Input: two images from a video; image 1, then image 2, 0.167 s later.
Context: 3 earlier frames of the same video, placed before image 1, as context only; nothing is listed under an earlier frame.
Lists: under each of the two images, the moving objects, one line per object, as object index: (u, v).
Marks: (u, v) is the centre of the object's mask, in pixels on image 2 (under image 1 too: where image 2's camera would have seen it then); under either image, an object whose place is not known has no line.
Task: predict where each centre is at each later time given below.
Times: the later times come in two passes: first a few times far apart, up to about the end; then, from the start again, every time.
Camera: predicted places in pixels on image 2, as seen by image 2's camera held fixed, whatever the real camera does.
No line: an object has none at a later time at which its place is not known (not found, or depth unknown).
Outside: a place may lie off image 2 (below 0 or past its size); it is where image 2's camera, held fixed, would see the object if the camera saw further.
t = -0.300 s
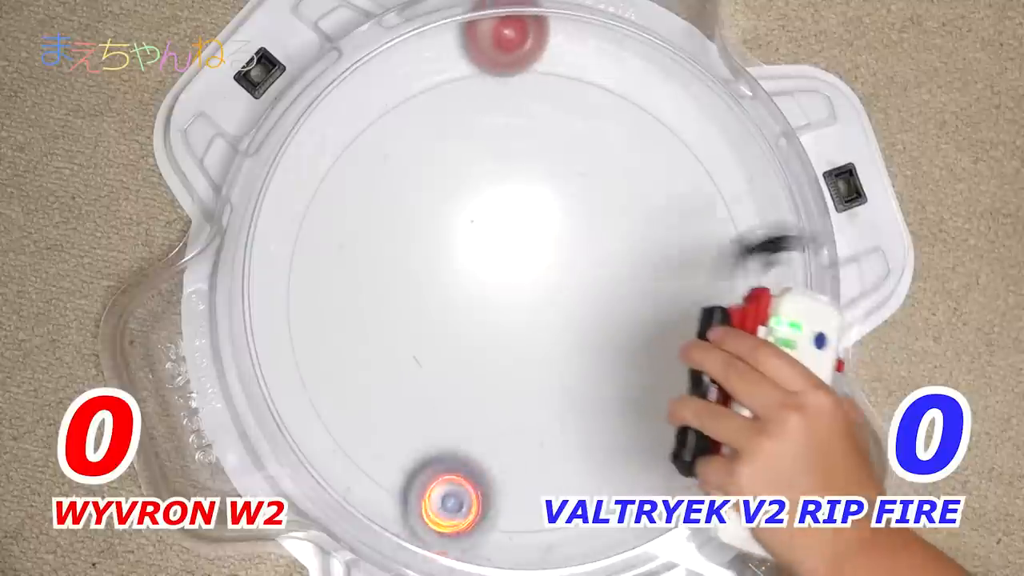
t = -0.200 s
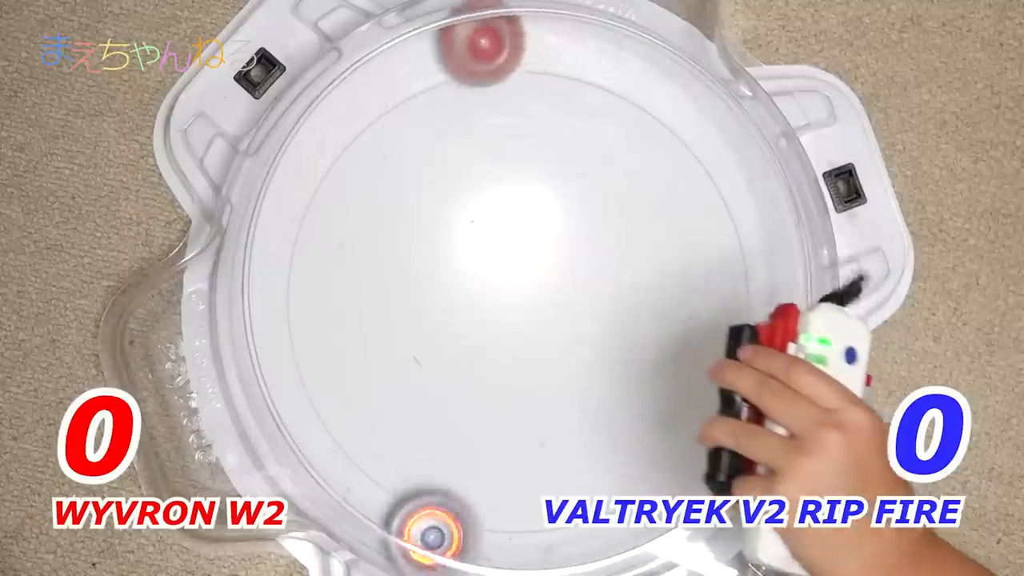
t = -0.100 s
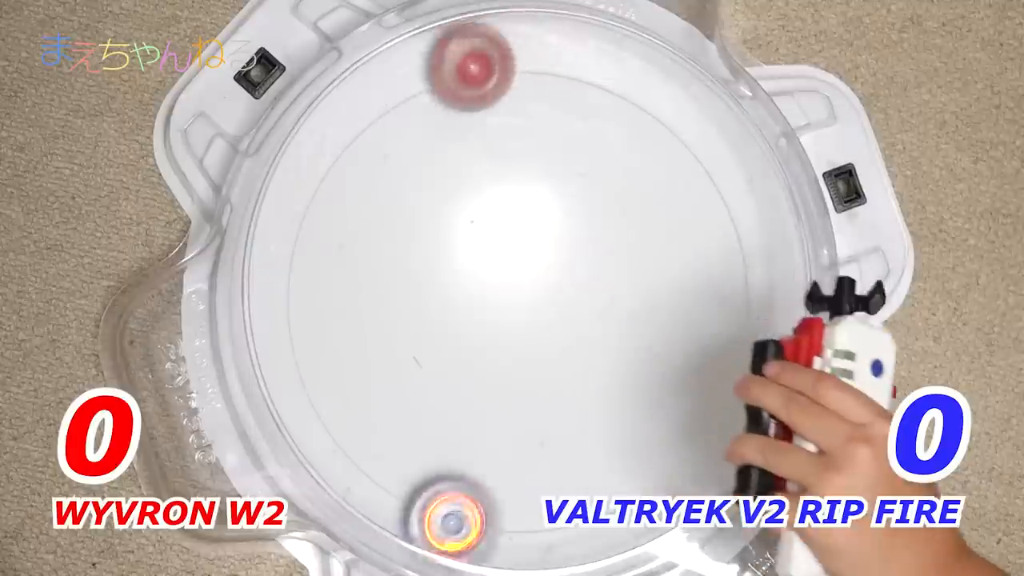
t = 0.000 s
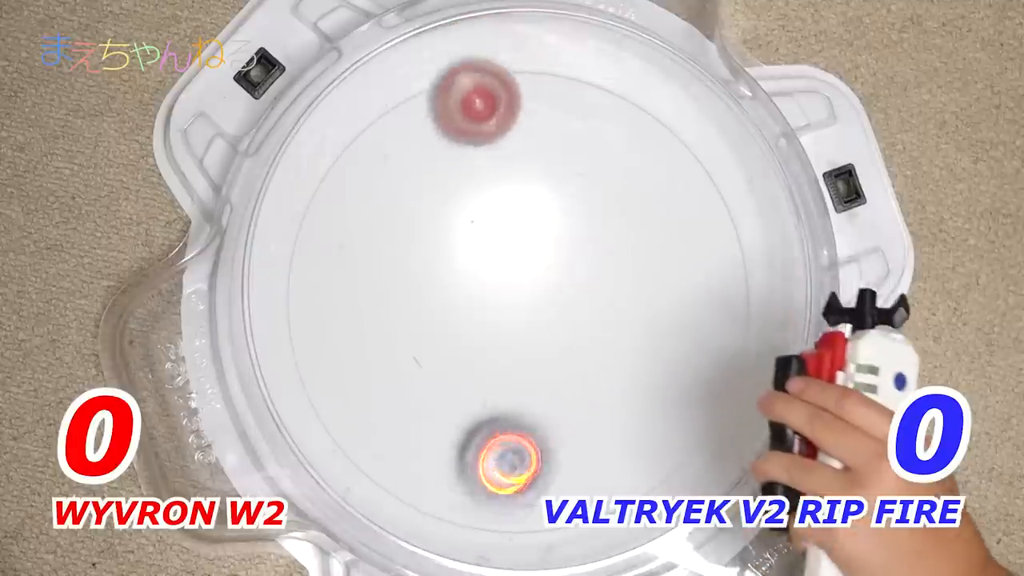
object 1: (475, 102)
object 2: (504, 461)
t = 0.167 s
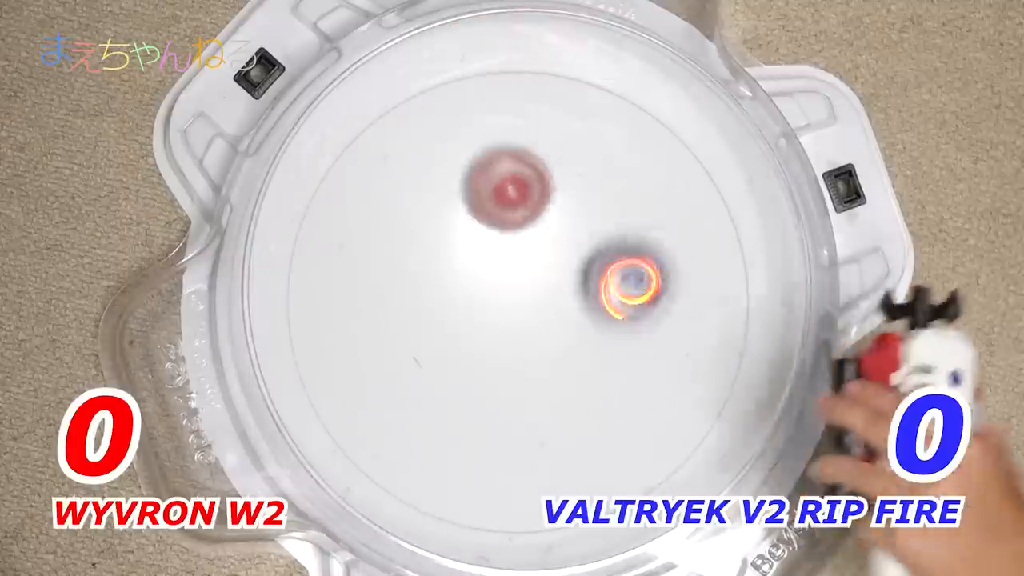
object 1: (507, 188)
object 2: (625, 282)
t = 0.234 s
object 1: (535, 221)
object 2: (641, 196)
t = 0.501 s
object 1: (657, 288)
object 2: (442, 103)
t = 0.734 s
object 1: (686, 267)
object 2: (328, 339)
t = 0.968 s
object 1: (643, 270)
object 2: (608, 467)
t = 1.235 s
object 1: (607, 345)
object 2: (680, 141)
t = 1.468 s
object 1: (610, 407)
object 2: (341, 168)
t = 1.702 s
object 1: (617, 411)
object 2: (407, 487)
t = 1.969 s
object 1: (560, 401)
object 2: (721, 382)
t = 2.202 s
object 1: (485, 397)
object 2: (610, 97)
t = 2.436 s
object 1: (439, 415)
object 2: (319, 199)
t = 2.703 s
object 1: (490, 362)
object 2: (423, 495)
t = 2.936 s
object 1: (510, 234)
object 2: (663, 415)
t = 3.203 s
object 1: (407, 164)
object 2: (596, 135)
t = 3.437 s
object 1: (355, 268)
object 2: (386, 139)
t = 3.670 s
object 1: (448, 352)
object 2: (359, 320)
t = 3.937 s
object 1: (603, 330)
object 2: (539, 400)
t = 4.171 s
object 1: (670, 237)
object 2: (613, 312)
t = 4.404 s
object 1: (642, 180)
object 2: (490, 241)
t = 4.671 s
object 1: (561, 207)
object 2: (425, 390)
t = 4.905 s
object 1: (516, 297)
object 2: (576, 427)
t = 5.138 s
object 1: (509, 381)
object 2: (623, 260)
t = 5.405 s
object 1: (524, 414)
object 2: (455, 173)
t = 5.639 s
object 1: (524, 391)
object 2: (355, 290)
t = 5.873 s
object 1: (505, 344)
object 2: (454, 425)
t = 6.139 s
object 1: (536, 216)
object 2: (605, 433)
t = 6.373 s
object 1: (512, 172)
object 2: (620, 254)
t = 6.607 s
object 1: (387, 133)
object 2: (593, 255)
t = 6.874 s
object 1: (392, 228)
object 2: (533, 303)
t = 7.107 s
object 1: (463, 288)
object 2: (560, 361)
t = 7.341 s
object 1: (520, 305)
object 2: (630, 344)
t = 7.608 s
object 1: (532, 329)
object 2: (621, 249)
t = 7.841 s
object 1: (516, 355)
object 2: (518, 244)
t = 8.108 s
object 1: (513, 394)
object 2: (455, 319)
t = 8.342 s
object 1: (533, 410)
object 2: (449, 320)
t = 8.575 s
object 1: (534, 374)
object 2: (484, 286)
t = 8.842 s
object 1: (526, 314)
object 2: (438, 216)
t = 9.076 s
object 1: (573, 295)
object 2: (379, 255)
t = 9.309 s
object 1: (631, 283)
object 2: (372, 325)
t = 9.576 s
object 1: (633, 270)
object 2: (516, 306)
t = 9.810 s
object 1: (722, 275)
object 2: (452, 212)
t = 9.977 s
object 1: (706, 276)
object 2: (403, 226)
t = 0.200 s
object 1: (520, 205)
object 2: (637, 239)
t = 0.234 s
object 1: (535, 221)
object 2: (641, 196)
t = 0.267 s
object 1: (550, 236)
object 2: (642, 161)
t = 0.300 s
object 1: (566, 249)
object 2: (632, 121)
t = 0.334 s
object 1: (583, 260)
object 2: (616, 97)
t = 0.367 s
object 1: (599, 270)
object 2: (587, 87)
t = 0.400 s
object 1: (615, 277)
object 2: (555, 87)
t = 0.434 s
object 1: (630, 282)
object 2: (520, 90)
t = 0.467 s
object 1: (644, 286)
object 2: (482, 94)
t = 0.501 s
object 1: (657, 288)
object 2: (442, 103)
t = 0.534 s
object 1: (667, 287)
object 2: (405, 117)
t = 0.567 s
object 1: (676, 286)
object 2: (371, 138)
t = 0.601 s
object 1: (682, 283)
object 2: (341, 168)
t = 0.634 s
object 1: (686, 279)
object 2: (324, 207)
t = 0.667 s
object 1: (688, 275)
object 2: (315, 250)
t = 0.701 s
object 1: (688, 271)
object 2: (316, 294)
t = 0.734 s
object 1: (686, 267)
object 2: (328, 339)
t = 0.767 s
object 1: (683, 264)
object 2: (352, 383)
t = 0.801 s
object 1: (677, 263)
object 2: (385, 421)
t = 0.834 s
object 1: (672, 262)
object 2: (424, 453)
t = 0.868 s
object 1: (665, 261)
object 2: (469, 474)
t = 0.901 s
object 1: (658, 263)
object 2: (516, 482)
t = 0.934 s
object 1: (650, 266)
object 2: (560, 474)
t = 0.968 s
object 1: (643, 270)
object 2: (608, 467)
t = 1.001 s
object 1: (636, 276)
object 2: (644, 455)
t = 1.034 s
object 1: (630, 283)
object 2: (674, 420)
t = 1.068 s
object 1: (625, 292)
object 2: (696, 384)
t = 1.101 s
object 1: (620, 302)
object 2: (712, 339)
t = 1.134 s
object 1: (616, 312)
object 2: (721, 288)
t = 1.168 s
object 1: (613, 322)
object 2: (714, 236)
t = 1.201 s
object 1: (610, 333)
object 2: (706, 182)
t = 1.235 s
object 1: (607, 345)
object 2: (680, 141)
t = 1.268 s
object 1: (606, 356)
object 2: (637, 111)
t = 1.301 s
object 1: (605, 367)
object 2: (582, 93)
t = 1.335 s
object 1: (606, 377)
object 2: (530, 84)
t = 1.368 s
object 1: (606, 386)
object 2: (477, 80)
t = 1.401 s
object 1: (607, 394)
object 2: (429, 94)
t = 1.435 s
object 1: (609, 401)
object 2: (379, 128)
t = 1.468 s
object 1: (610, 407)
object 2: (341, 168)
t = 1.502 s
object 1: (612, 411)
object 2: (317, 211)
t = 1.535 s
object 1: (614, 414)
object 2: (301, 265)
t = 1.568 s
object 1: (616, 415)
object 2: (300, 315)
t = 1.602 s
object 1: (617, 415)
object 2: (311, 371)
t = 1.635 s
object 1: (618, 414)
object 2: (333, 414)
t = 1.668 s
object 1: (618, 413)
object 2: (367, 455)
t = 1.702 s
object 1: (617, 411)
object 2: (407, 487)
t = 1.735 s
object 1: (615, 410)
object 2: (450, 507)
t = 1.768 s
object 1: (611, 408)
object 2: (498, 518)
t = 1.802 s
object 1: (606, 407)
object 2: (542, 518)
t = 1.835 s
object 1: (600, 407)
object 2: (589, 496)
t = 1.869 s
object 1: (592, 405)
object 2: (632, 472)
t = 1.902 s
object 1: (583, 404)
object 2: (668, 457)
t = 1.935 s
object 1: (571, 403)
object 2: (699, 424)
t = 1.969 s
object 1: (560, 401)
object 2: (721, 382)
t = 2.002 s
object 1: (550, 399)
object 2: (737, 336)
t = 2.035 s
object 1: (540, 396)
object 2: (742, 289)
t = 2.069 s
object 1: (531, 395)
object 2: (735, 242)
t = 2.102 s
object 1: (521, 394)
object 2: (714, 194)
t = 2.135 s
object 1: (510, 394)
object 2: (686, 153)
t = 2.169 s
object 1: (498, 395)
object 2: (650, 120)
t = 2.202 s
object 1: (485, 397)
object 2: (610, 97)
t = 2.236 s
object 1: (472, 400)
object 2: (563, 82)
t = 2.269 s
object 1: (462, 402)
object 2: (514, 77)
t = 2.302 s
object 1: (454, 406)
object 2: (467, 82)
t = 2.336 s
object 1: (449, 409)
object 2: (423, 97)
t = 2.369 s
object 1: (444, 412)
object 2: (382, 125)
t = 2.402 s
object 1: (441, 414)
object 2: (347, 159)
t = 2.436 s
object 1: (439, 415)
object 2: (319, 199)
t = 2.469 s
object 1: (438, 415)
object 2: (306, 242)
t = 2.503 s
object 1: (437, 412)
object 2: (301, 293)
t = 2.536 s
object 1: (435, 409)
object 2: (307, 341)
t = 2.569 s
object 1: (433, 404)
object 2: (324, 386)
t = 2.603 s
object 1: (433, 397)
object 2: (348, 426)
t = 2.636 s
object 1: (452, 387)
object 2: (364, 458)
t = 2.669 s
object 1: (472, 375)
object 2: (389, 481)
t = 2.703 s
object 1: (490, 362)
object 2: (423, 495)
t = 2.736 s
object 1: (503, 347)
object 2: (459, 504)
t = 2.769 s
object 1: (514, 330)
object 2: (498, 508)
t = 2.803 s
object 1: (520, 312)
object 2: (533, 504)
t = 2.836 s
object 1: (523, 293)
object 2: (570, 488)
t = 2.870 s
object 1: (522, 273)
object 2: (603, 467)
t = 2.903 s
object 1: (517, 254)
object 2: (637, 449)
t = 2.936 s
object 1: (510, 234)
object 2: (663, 415)
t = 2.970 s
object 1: (500, 217)
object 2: (678, 381)
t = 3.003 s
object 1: (489, 201)
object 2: (690, 342)
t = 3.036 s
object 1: (475, 187)
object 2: (693, 301)
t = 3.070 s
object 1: (461, 176)
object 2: (691, 260)
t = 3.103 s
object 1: (447, 169)
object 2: (674, 225)
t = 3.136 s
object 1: (433, 164)
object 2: (657, 188)
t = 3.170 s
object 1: (419, 163)
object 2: (629, 158)
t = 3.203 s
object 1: (407, 164)
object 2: (596, 135)
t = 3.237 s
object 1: (396, 169)
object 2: (560, 120)
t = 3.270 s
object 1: (387, 176)
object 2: (521, 112)
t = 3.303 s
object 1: (381, 184)
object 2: (483, 112)
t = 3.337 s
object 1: (378, 193)
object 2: (444, 119)
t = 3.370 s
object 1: (364, 218)
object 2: (421, 122)
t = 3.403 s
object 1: (355, 245)
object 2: (403, 127)
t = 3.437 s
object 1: (355, 268)
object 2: (386, 139)
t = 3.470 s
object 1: (361, 290)
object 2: (369, 157)
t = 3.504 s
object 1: (371, 306)
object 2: (354, 181)
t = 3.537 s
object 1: (383, 319)
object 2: (345, 206)
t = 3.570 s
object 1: (397, 330)
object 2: (339, 236)
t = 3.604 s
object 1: (413, 339)
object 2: (340, 265)
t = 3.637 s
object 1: (430, 346)
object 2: (347, 294)
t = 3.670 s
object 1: (448, 352)
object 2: (359, 320)
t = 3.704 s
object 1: (472, 357)
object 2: (372, 344)
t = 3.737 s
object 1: (493, 360)
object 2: (391, 365)
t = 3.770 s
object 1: (513, 362)
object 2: (414, 381)
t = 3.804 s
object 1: (531, 359)
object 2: (440, 393)
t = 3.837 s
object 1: (548, 356)
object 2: (468, 402)
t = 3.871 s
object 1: (569, 348)
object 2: (494, 406)
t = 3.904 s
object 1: (586, 340)
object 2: (518, 405)
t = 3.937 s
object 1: (603, 330)
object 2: (539, 400)
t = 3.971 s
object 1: (619, 317)
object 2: (556, 396)
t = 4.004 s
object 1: (631, 305)
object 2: (575, 386)
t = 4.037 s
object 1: (639, 295)
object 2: (592, 373)
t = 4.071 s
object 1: (652, 277)
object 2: (602, 362)
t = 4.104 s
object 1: (659, 264)
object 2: (609, 348)
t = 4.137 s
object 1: (664, 251)
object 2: (613, 330)
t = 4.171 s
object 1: (670, 237)
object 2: (613, 312)
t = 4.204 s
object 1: (672, 223)
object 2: (607, 294)
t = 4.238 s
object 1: (671, 212)
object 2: (597, 276)
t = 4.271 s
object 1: (668, 202)
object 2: (582, 260)
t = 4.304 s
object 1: (663, 194)
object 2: (561, 248)
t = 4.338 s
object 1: (657, 188)
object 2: (538, 242)
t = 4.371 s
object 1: (650, 183)
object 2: (515, 239)
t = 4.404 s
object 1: (642, 180)
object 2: (490, 241)
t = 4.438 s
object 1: (633, 177)
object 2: (467, 250)
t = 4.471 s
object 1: (624, 177)
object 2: (447, 263)
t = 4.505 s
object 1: (614, 177)
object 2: (432, 279)
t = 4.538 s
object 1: (604, 179)
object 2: (421, 299)
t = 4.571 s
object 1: (593, 184)
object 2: (414, 321)
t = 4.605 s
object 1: (582, 190)
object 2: (412, 344)
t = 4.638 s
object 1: (571, 198)
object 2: (416, 368)
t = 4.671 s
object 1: (561, 207)
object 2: (425, 390)
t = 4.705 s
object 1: (552, 218)
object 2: (438, 410)
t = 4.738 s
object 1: (544, 230)
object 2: (456, 427)
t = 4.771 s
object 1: (537, 243)
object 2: (477, 439)
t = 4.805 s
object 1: (530, 256)
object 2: (499, 445)
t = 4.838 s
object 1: (525, 269)
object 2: (527, 445)
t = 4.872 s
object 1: (520, 283)
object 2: (552, 439)
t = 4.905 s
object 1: (516, 297)
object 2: (576, 427)
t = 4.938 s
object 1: (513, 311)
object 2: (596, 411)
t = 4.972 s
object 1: (511, 324)
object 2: (612, 391)
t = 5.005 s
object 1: (509, 337)
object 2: (627, 366)
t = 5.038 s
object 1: (509, 349)
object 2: (633, 339)
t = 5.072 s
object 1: (508, 361)
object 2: (635, 313)
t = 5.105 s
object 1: (508, 371)
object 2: (630, 285)
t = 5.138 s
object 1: (509, 381)
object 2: (623, 260)
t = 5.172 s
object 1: (511, 389)
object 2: (611, 236)
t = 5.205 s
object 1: (512, 395)
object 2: (595, 216)
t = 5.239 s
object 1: (514, 401)
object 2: (574, 197)
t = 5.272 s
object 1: (516, 406)
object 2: (552, 184)
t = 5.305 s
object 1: (518, 410)
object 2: (529, 174)
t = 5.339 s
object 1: (520, 413)
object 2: (505, 169)
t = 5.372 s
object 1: (522, 414)
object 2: (477, 169)
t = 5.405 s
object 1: (524, 414)
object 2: (455, 173)
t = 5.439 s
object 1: (525, 413)
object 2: (432, 179)
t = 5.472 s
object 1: (526, 411)
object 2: (411, 190)
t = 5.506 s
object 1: (527, 408)
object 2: (394, 206)
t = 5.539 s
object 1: (527, 405)
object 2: (378, 222)
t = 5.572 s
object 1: (526, 400)
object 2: (366, 242)
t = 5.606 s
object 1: (525, 396)
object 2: (358, 266)
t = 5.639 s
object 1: (524, 391)
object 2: (355, 290)
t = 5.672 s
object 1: (522, 385)
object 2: (356, 315)
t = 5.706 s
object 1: (519, 379)
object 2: (362, 339)
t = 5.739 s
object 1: (516, 373)
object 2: (374, 362)
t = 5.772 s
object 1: (512, 366)
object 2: (390, 382)
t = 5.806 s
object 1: (510, 359)
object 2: (408, 399)
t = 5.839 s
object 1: (506, 353)
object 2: (431, 413)
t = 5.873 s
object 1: (505, 344)
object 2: (454, 425)
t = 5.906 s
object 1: (520, 319)
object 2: (464, 449)
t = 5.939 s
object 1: (533, 297)
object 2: (480, 466)
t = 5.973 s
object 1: (542, 277)
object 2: (499, 473)
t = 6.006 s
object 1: (546, 261)
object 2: (516, 474)
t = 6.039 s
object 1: (546, 247)
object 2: (540, 468)
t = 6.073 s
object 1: (544, 237)
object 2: (565, 459)
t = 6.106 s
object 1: (541, 226)
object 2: (586, 450)
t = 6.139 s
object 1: (536, 216)
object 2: (605, 433)
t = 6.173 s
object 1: (533, 207)
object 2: (621, 412)
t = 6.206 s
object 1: (529, 199)
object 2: (633, 389)
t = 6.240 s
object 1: (525, 191)
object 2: (642, 362)
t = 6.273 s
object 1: (522, 184)
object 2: (644, 335)
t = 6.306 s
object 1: (519, 179)
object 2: (641, 307)
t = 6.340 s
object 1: (515, 175)
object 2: (633, 278)
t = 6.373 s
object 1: (512, 172)
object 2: (620, 254)
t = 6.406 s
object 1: (510, 170)
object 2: (603, 231)
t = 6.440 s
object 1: (503, 165)
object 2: (590, 214)
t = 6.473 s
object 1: (466, 139)
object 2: (599, 225)
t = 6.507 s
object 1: (435, 122)
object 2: (604, 235)
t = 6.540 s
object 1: (411, 112)
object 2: (604, 245)
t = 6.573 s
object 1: (397, 119)
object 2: (600, 251)
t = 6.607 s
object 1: (387, 133)
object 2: (593, 255)
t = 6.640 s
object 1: (380, 148)
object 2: (586, 258)
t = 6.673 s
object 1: (376, 163)
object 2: (577, 259)
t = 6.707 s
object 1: (375, 176)
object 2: (568, 261)
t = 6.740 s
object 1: (375, 189)
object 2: (559, 265)
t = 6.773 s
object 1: (378, 200)
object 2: (550, 271)
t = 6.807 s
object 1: (381, 210)
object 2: (542, 281)
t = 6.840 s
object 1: (386, 219)
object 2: (537, 292)
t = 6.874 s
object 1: (392, 228)
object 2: (533, 303)
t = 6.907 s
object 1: (400, 237)
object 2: (531, 314)
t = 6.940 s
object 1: (408, 246)
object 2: (531, 324)
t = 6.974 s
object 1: (418, 255)
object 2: (534, 335)
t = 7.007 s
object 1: (428, 263)
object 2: (539, 344)
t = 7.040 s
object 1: (439, 272)
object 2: (545, 352)
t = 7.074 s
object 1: (451, 280)
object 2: (552, 357)
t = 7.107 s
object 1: (463, 288)
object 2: (560, 361)
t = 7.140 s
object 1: (476, 295)
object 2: (568, 362)
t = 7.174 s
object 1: (489, 302)
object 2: (576, 361)
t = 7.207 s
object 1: (502, 309)
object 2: (584, 357)
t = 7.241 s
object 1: (510, 310)
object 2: (595, 355)
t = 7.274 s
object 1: (518, 310)
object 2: (605, 351)
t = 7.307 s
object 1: (522, 309)
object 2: (615, 346)
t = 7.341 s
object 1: (520, 305)
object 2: (630, 344)
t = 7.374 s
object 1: (521, 303)
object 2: (641, 335)
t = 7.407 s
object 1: (524, 304)
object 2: (649, 324)
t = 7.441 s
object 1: (530, 307)
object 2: (652, 311)
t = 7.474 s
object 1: (534, 310)
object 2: (650, 298)
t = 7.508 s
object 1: (539, 314)
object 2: (643, 284)
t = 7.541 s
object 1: (543, 317)
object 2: (633, 272)
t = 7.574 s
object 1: (543, 321)
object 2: (623, 262)
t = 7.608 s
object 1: (532, 329)
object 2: (621, 249)
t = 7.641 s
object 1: (526, 334)
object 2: (613, 238)
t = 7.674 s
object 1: (523, 338)
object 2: (601, 229)
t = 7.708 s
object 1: (520, 342)
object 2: (587, 224)
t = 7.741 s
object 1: (519, 346)
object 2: (571, 222)
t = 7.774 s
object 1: (518, 349)
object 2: (553, 224)
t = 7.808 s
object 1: (517, 353)
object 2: (535, 232)
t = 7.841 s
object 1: (516, 355)
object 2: (518, 244)
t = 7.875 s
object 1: (515, 357)
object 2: (503, 258)
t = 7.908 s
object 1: (514, 362)
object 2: (491, 271)
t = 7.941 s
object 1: (512, 371)
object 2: (479, 280)
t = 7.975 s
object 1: (509, 376)
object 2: (472, 290)
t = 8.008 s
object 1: (510, 382)
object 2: (465, 297)
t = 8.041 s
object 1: (511, 388)
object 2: (460, 302)
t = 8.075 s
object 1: (512, 391)
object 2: (457, 310)
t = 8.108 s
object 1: (513, 394)
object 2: (455, 319)
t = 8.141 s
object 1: (519, 405)
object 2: (450, 317)
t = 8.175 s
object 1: (523, 410)
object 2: (447, 317)
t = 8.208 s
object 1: (525, 412)
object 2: (444, 317)
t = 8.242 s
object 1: (528, 413)
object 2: (443, 318)
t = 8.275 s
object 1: (529, 413)
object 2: (443, 319)
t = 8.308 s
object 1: (531, 412)
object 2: (445, 319)
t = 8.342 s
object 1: (533, 410)
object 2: (449, 320)
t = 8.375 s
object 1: (535, 406)
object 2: (454, 319)
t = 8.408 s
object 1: (536, 401)
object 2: (459, 318)
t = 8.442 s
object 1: (535, 396)
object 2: (464, 316)
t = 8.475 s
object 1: (535, 390)
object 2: (471, 312)
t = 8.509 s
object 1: (535, 384)
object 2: (477, 307)
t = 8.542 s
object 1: (534, 377)
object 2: (482, 298)
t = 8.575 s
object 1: (534, 374)
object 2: (484, 286)
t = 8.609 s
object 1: (534, 368)
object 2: (483, 272)
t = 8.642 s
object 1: (533, 361)
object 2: (480, 258)
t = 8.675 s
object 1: (532, 353)
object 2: (476, 246)
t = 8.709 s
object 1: (531, 345)
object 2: (470, 235)
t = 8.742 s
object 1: (531, 338)
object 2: (463, 226)
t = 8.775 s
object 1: (529, 329)
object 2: (454, 220)
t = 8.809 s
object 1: (528, 322)
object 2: (446, 216)
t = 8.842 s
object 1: (526, 314)
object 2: (438, 216)
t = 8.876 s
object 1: (525, 307)
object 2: (431, 220)
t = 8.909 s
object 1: (523, 299)
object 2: (426, 226)
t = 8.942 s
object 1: (521, 292)
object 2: (423, 236)
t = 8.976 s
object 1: (519, 285)
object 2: (423, 246)
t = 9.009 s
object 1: (521, 280)
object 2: (424, 255)
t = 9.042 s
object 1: (549, 289)
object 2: (401, 254)
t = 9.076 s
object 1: (573, 295)
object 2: (379, 255)
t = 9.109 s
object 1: (591, 300)
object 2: (366, 259)
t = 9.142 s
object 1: (603, 301)
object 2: (358, 266)
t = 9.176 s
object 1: (612, 299)
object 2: (354, 276)
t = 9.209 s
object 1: (617, 295)
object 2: (352, 288)
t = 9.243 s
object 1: (623, 291)
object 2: (354, 301)
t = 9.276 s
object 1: (627, 287)
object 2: (361, 314)
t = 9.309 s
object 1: (631, 283)
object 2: (372, 325)
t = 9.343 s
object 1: (635, 280)
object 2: (386, 334)
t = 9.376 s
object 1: (637, 277)
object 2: (401, 340)
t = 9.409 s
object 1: (639, 276)
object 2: (420, 342)
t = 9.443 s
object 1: (638, 274)
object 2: (441, 341)
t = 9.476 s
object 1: (637, 273)
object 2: (462, 337)
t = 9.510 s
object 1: (636, 271)
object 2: (482, 328)
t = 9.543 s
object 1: (634, 271)
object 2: (500, 319)
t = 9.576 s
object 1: (633, 270)
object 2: (516, 306)
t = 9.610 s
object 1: (630, 270)
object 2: (531, 293)
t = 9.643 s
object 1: (653, 274)
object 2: (522, 275)
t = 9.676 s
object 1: (682, 275)
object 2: (500, 258)
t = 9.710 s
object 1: (705, 276)
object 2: (485, 242)
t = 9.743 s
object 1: (717, 276)
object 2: (474, 229)
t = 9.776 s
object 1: (721, 275)
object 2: (462, 219)
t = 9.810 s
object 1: (722, 275)
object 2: (452, 212)
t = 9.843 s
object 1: (721, 274)
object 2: (441, 208)
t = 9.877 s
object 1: (719, 274)
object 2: (429, 208)
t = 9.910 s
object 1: (715, 274)
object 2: (419, 210)
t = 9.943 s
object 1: (711, 275)
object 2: (410, 216)
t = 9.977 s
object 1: (706, 276)
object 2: (403, 226)
